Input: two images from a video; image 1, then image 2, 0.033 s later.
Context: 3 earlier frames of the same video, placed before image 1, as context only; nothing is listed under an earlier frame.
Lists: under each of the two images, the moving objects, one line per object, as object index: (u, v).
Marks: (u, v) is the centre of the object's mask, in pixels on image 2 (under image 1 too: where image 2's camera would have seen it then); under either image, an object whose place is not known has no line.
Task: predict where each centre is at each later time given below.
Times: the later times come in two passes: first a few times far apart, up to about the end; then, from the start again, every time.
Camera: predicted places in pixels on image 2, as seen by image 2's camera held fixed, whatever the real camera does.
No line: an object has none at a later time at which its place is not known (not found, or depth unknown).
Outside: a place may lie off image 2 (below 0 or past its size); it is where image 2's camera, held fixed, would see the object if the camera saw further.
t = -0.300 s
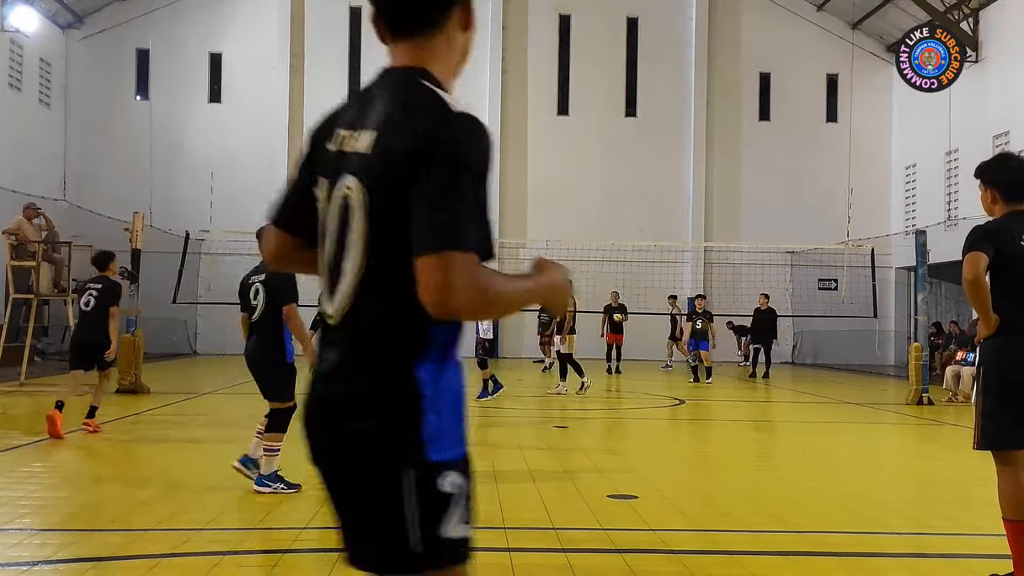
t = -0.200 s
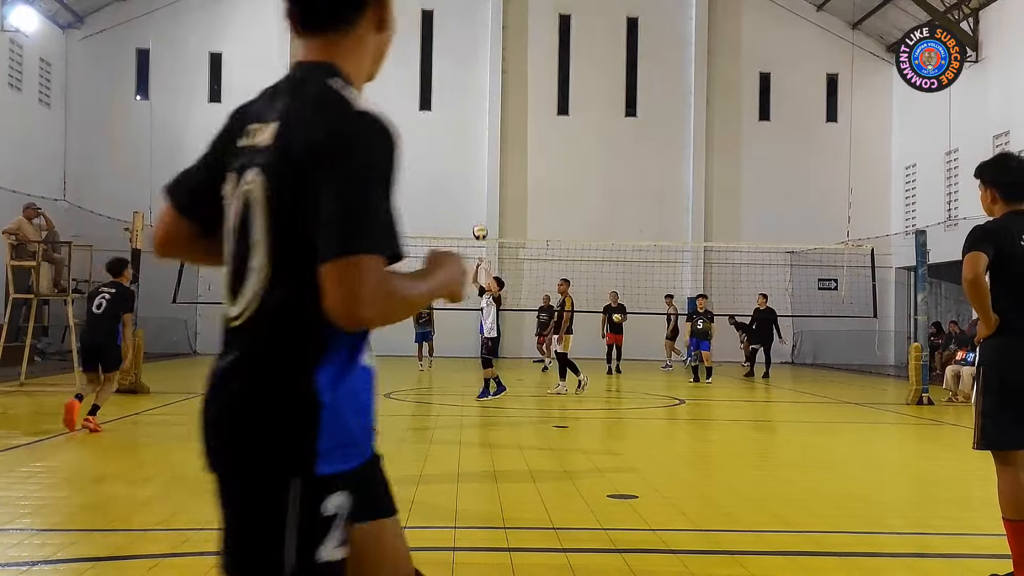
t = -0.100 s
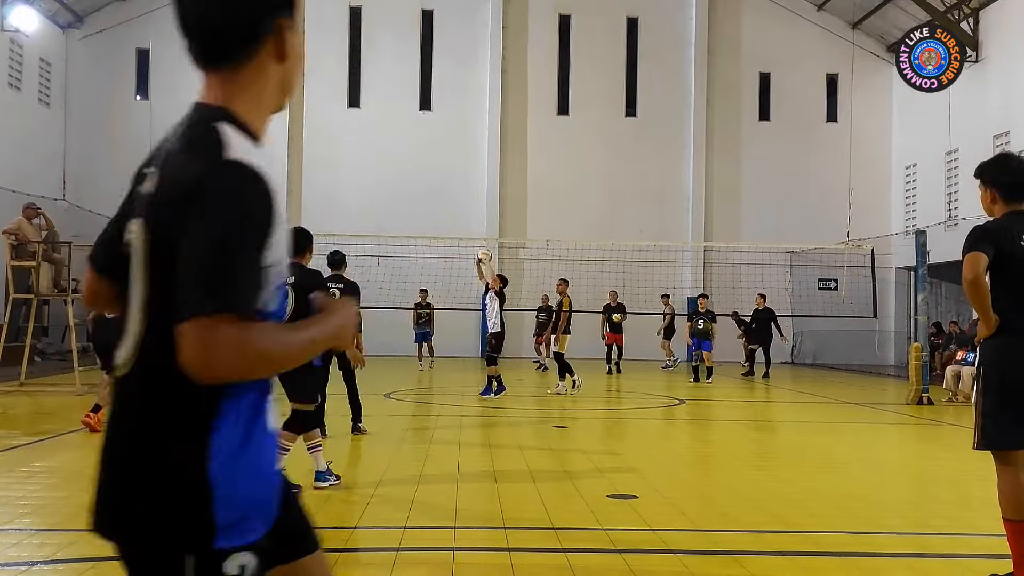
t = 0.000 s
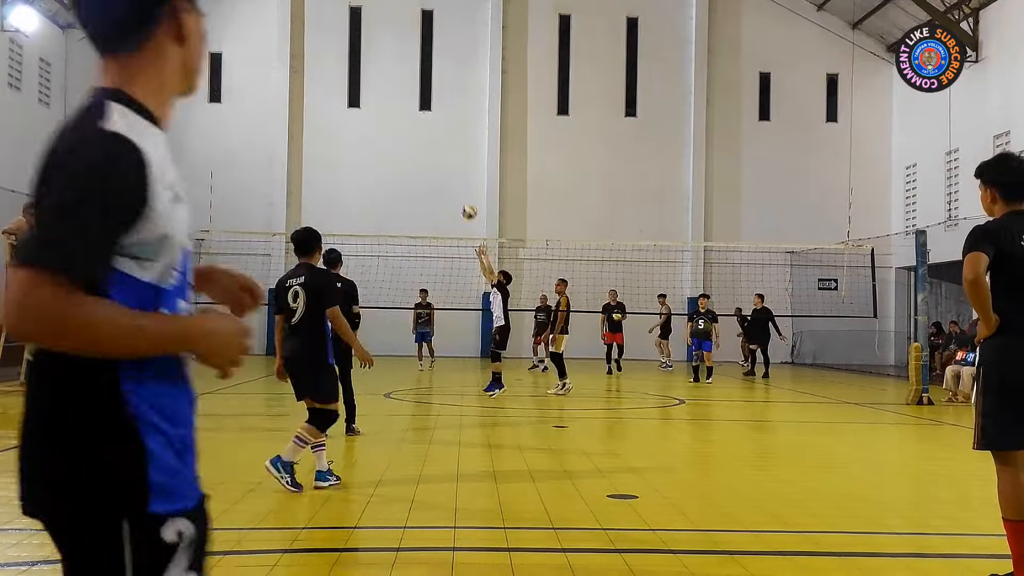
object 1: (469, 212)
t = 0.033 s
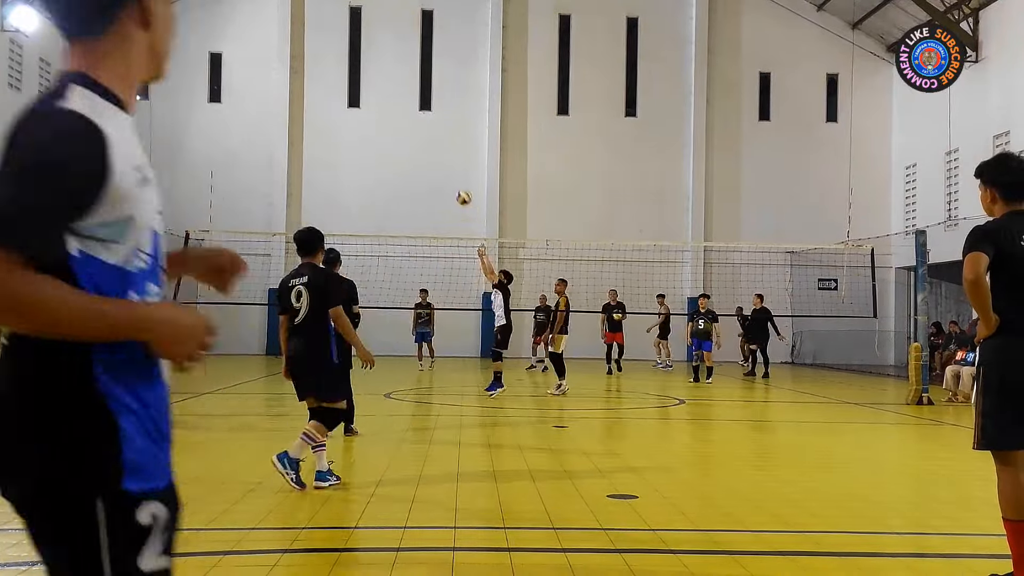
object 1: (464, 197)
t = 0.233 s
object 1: (431, 129)
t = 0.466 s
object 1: (396, 86)
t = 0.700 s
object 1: (360, 85)
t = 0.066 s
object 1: (458, 184)
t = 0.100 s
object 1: (453, 171)
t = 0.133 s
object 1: (447, 159)
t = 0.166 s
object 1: (442, 149)
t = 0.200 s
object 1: (436, 138)
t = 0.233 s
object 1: (431, 129)
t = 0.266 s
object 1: (426, 120)
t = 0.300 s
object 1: (421, 113)
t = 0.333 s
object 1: (416, 106)
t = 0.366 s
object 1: (410, 100)
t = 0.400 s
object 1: (406, 95)
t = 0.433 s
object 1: (401, 90)
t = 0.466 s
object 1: (396, 86)
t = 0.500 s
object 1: (391, 84)
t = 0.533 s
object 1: (385, 82)
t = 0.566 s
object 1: (380, 81)
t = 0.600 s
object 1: (375, 81)
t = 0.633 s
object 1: (370, 81)
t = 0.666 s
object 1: (365, 83)
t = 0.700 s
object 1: (360, 85)
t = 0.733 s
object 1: (355, 88)
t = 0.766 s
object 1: (350, 91)
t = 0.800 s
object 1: (345, 96)
